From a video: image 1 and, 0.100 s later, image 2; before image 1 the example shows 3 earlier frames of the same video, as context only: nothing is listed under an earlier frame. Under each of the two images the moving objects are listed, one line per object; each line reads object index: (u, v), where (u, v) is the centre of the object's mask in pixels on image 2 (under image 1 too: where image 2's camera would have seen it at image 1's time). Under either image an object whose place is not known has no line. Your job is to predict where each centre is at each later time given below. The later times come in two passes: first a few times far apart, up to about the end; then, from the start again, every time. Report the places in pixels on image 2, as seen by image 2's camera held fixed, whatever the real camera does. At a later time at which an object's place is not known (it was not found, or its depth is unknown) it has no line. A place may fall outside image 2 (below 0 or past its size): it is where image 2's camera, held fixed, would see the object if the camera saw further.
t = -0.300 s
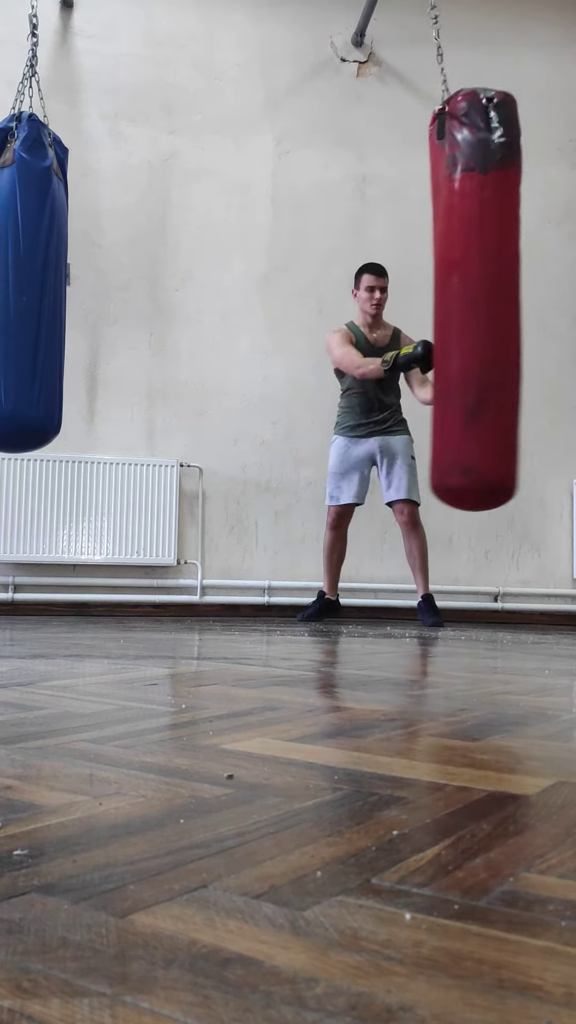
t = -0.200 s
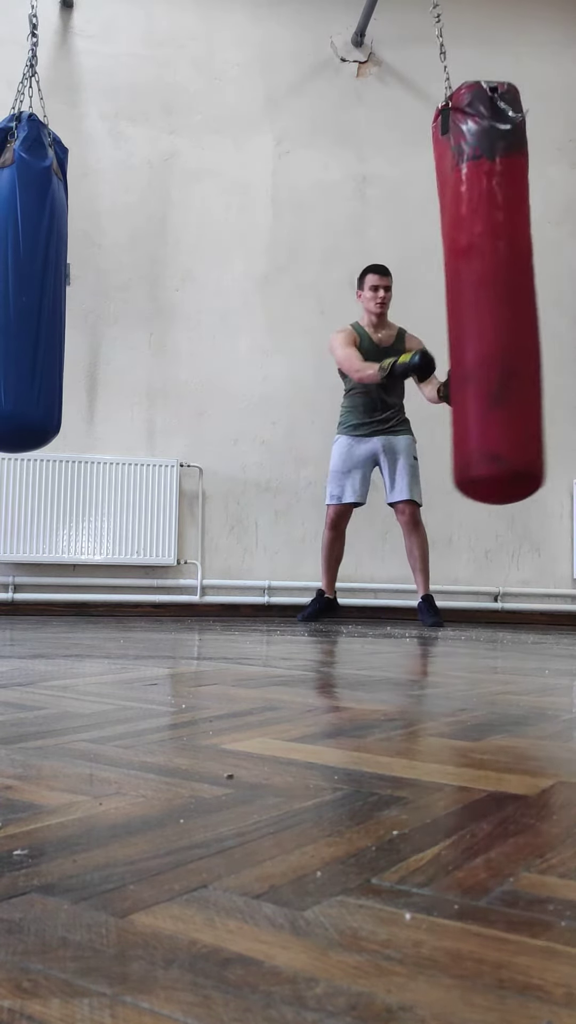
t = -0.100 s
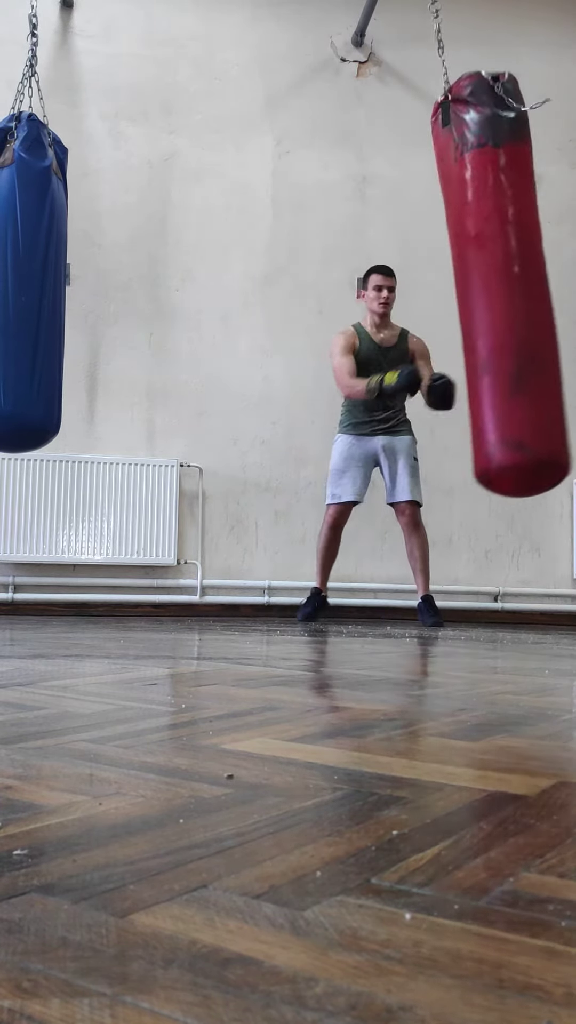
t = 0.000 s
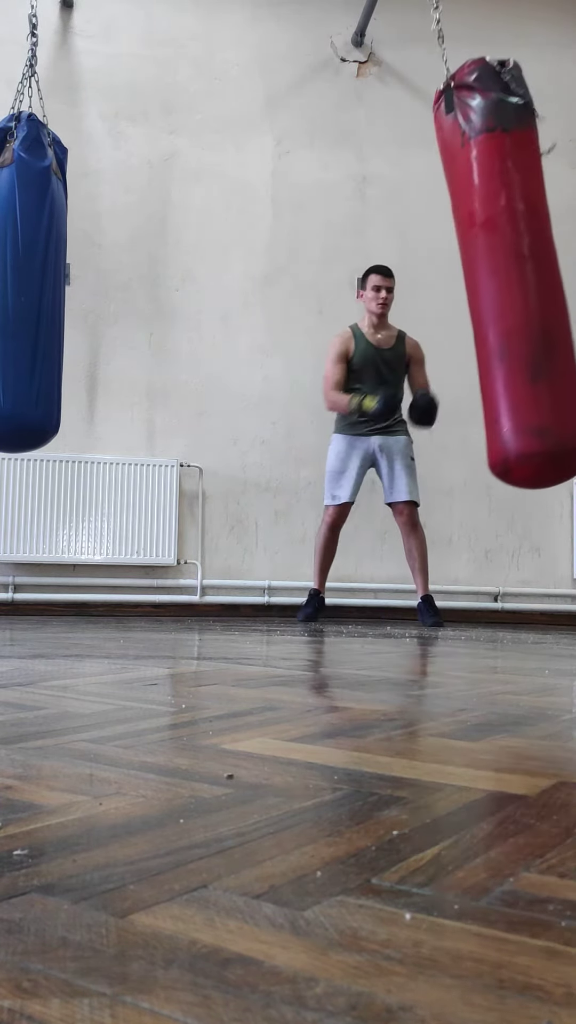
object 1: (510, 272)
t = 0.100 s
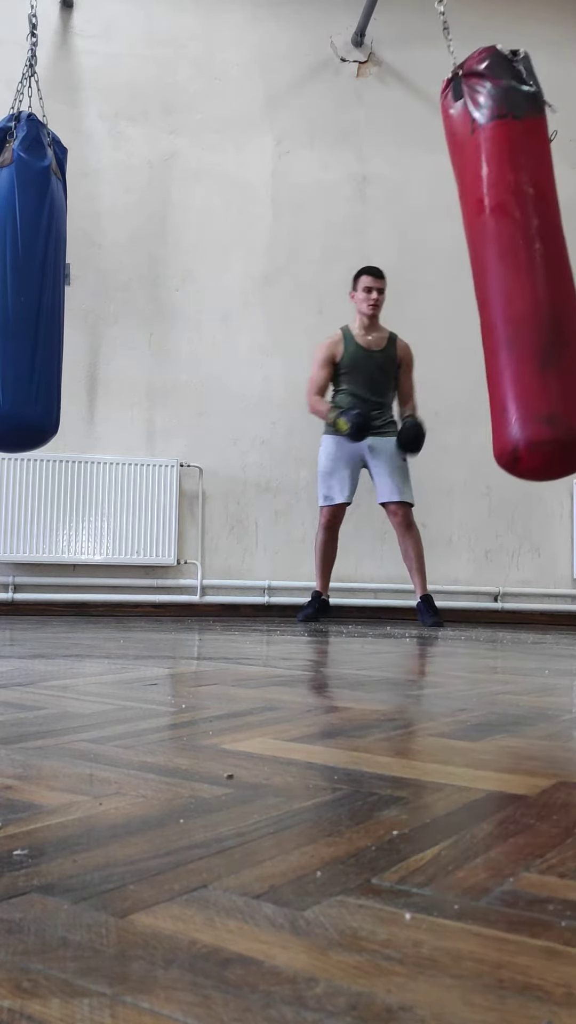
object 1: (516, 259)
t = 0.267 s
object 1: (520, 252)
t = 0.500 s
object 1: (499, 262)
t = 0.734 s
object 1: (455, 278)
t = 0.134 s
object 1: (518, 256)
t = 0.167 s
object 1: (519, 254)
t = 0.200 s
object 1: (520, 253)
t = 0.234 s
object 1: (520, 253)
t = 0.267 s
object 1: (520, 252)
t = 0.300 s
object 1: (519, 253)
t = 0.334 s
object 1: (518, 254)
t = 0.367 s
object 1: (516, 256)
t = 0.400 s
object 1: (513, 258)
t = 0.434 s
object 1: (509, 260)
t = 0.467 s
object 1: (504, 261)
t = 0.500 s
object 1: (499, 262)
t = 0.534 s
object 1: (493, 263)
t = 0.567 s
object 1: (487, 264)
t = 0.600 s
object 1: (481, 267)
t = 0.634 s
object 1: (474, 269)
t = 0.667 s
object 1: (468, 272)
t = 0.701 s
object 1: (461, 276)
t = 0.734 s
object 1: (455, 278)
